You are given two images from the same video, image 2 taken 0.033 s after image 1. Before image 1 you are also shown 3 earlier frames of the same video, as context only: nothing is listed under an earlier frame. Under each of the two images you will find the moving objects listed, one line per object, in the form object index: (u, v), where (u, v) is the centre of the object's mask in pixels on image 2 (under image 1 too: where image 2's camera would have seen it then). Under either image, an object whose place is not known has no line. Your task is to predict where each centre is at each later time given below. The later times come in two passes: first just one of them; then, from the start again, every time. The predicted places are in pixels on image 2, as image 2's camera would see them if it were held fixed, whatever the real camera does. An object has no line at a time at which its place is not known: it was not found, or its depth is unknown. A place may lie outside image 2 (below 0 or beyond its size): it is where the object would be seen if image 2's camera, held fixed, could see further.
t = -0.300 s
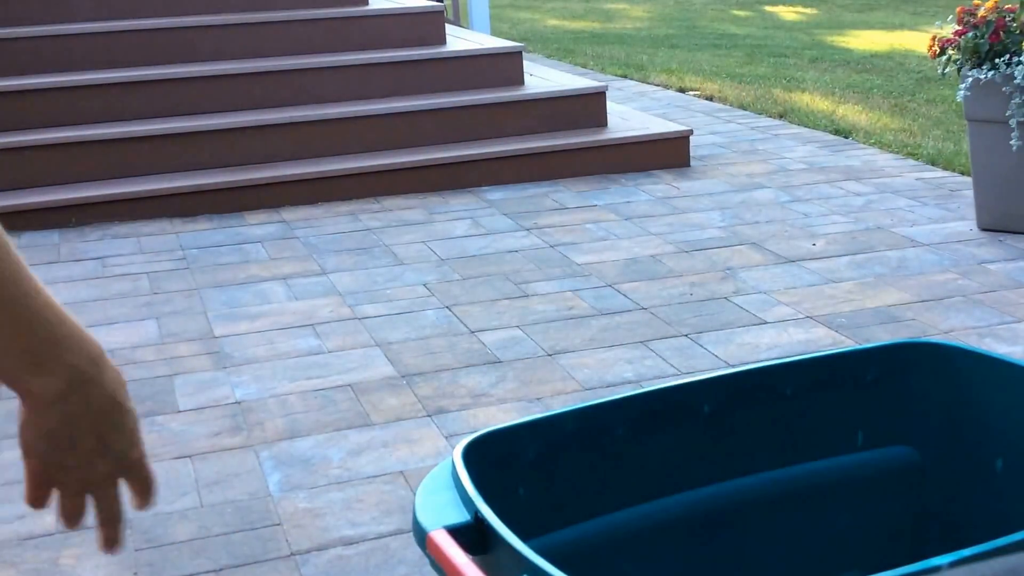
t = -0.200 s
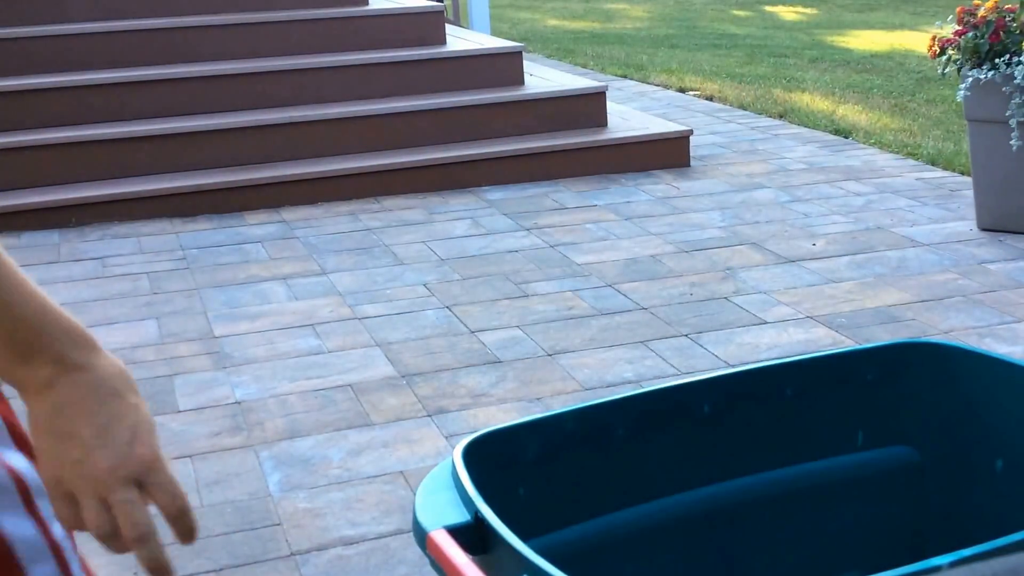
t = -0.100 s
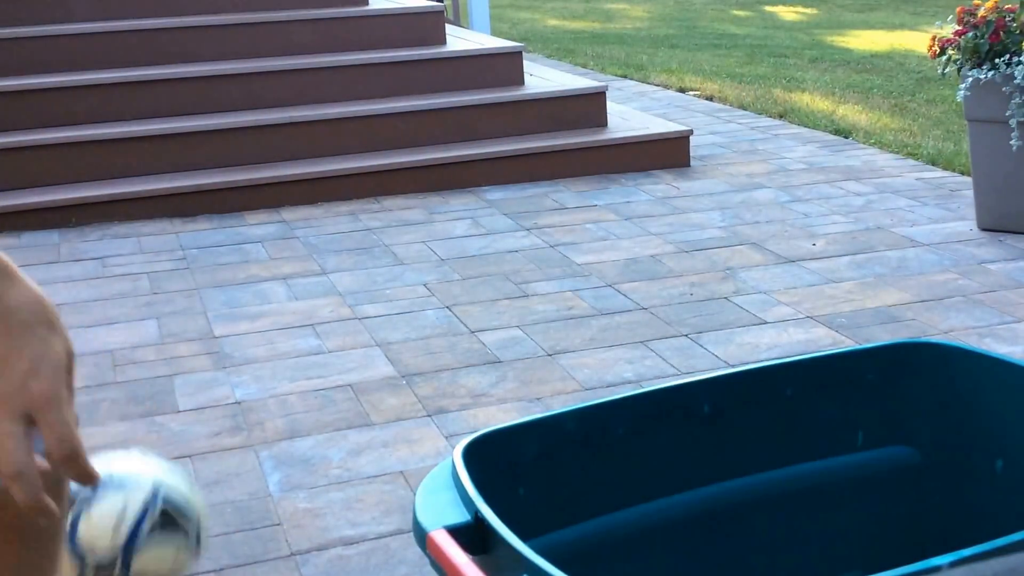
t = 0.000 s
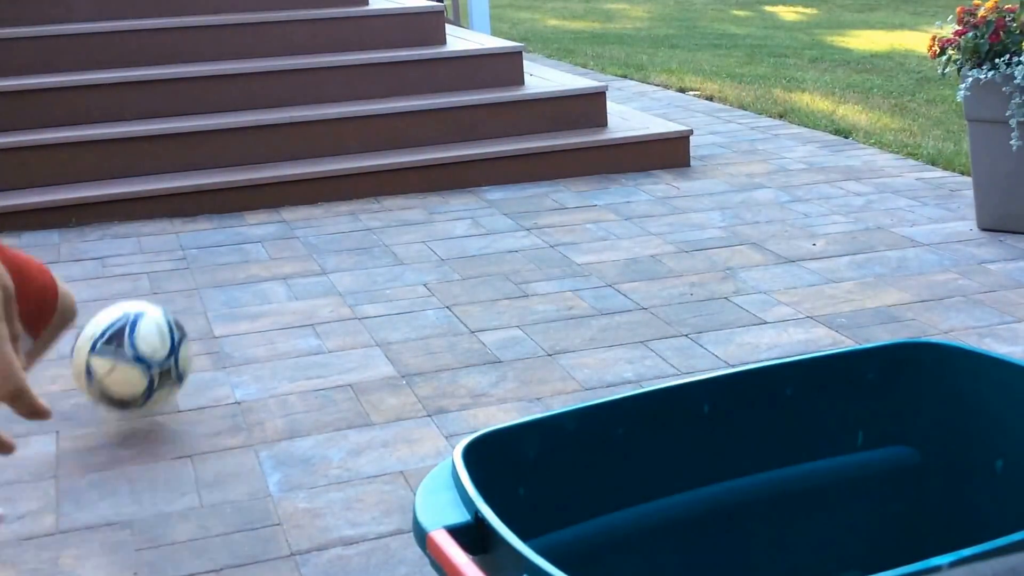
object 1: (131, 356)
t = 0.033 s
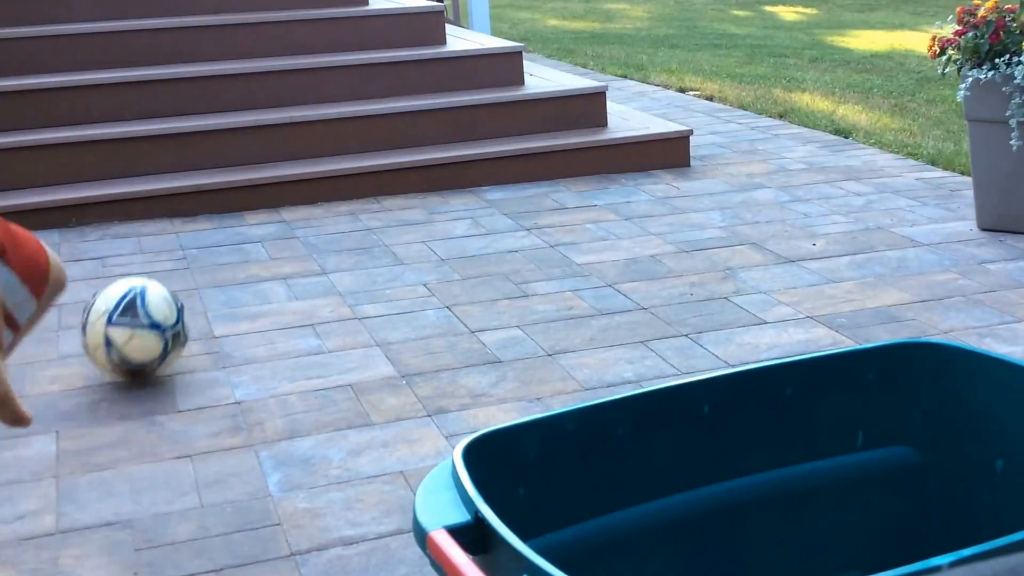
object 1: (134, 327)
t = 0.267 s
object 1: (144, 189)
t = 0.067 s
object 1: (136, 299)
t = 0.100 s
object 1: (137, 264)
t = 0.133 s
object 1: (137, 237)
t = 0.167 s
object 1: (138, 217)
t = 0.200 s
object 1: (139, 202)
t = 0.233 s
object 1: (141, 193)
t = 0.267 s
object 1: (144, 189)
